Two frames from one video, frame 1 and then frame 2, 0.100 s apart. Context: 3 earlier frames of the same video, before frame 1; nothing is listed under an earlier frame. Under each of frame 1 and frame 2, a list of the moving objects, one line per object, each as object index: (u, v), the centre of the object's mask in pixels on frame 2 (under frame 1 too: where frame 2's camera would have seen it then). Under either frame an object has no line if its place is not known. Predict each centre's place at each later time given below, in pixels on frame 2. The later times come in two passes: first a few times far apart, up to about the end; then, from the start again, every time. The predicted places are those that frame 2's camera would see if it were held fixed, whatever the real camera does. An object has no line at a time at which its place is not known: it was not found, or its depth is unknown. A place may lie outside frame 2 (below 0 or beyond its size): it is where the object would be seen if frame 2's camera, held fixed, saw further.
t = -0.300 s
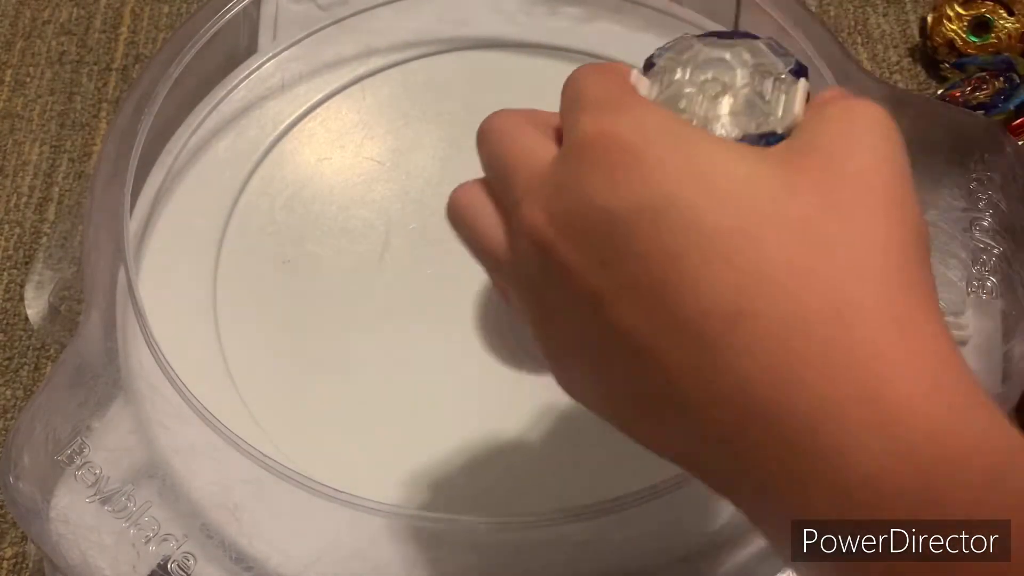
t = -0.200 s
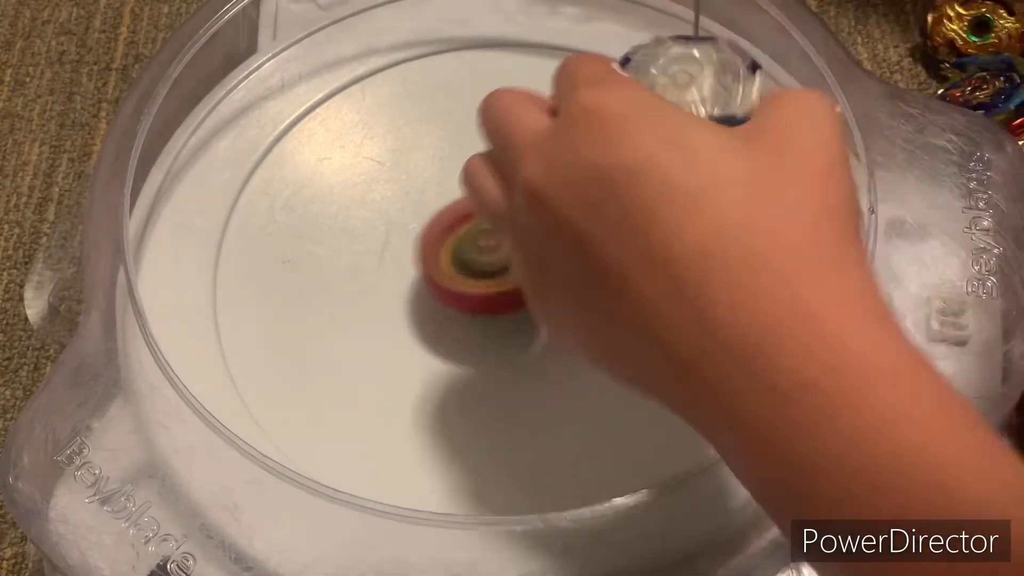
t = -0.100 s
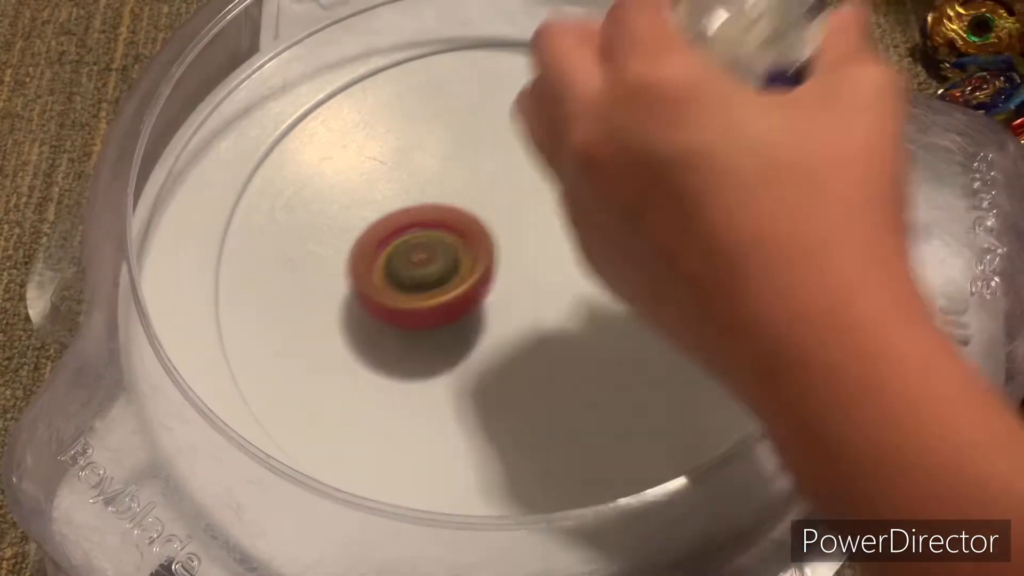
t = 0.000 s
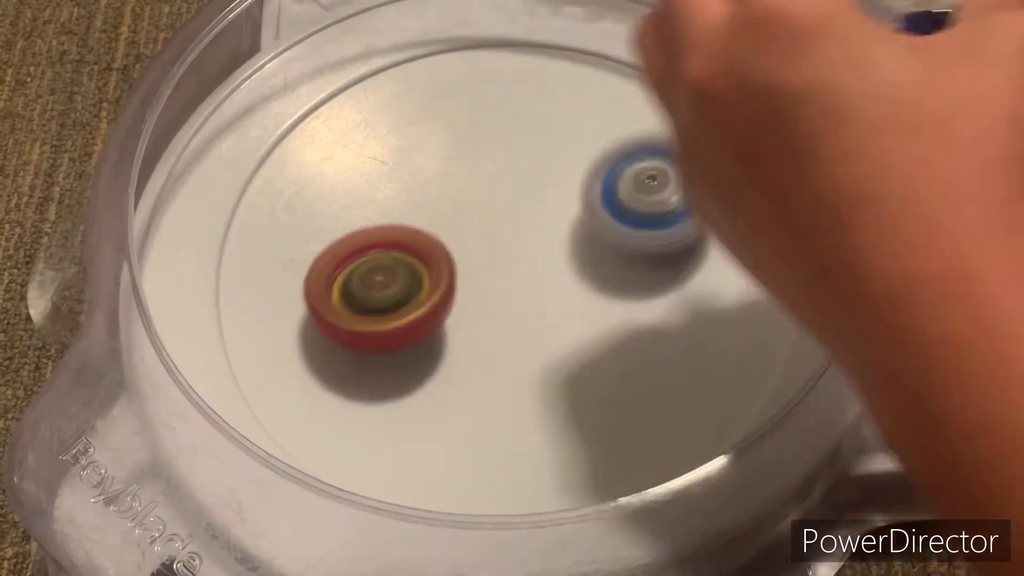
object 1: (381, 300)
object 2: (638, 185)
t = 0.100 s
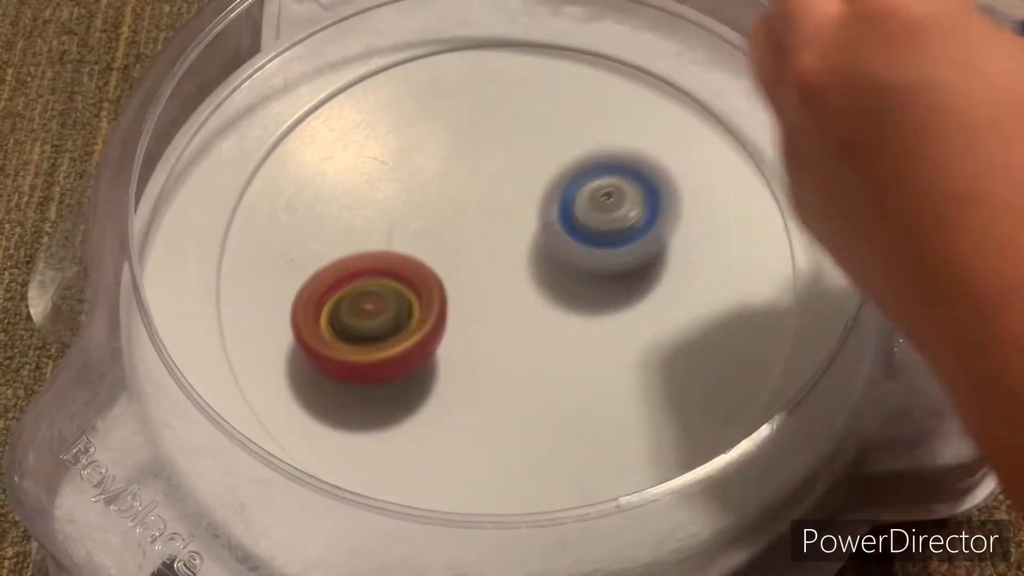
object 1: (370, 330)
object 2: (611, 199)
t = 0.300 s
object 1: (418, 376)
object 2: (537, 211)
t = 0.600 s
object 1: (491, 336)
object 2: (531, 130)
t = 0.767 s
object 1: (468, 276)
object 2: (572, 136)
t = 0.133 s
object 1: (372, 340)
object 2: (597, 206)
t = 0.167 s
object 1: (376, 348)
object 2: (585, 213)
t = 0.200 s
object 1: (384, 356)
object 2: (573, 217)
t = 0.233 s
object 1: (394, 364)
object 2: (561, 217)
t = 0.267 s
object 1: (406, 371)
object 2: (549, 216)
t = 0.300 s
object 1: (418, 376)
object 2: (537, 211)
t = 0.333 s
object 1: (431, 380)
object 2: (528, 204)
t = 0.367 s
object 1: (443, 380)
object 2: (519, 195)
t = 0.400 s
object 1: (455, 380)
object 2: (512, 183)
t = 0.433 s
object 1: (464, 376)
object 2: (509, 172)
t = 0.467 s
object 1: (475, 371)
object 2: (509, 160)
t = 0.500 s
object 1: (481, 364)
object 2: (512, 148)
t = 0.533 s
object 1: (486, 356)
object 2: (517, 139)
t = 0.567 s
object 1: (490, 345)
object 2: (523, 133)
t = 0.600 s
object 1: (491, 336)
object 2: (531, 130)
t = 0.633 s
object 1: (489, 324)
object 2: (538, 129)
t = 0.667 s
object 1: (485, 312)
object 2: (545, 129)
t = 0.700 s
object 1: (481, 300)
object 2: (553, 130)
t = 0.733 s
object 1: (475, 288)
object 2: (561, 133)
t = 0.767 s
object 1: (468, 276)
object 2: (572, 136)
